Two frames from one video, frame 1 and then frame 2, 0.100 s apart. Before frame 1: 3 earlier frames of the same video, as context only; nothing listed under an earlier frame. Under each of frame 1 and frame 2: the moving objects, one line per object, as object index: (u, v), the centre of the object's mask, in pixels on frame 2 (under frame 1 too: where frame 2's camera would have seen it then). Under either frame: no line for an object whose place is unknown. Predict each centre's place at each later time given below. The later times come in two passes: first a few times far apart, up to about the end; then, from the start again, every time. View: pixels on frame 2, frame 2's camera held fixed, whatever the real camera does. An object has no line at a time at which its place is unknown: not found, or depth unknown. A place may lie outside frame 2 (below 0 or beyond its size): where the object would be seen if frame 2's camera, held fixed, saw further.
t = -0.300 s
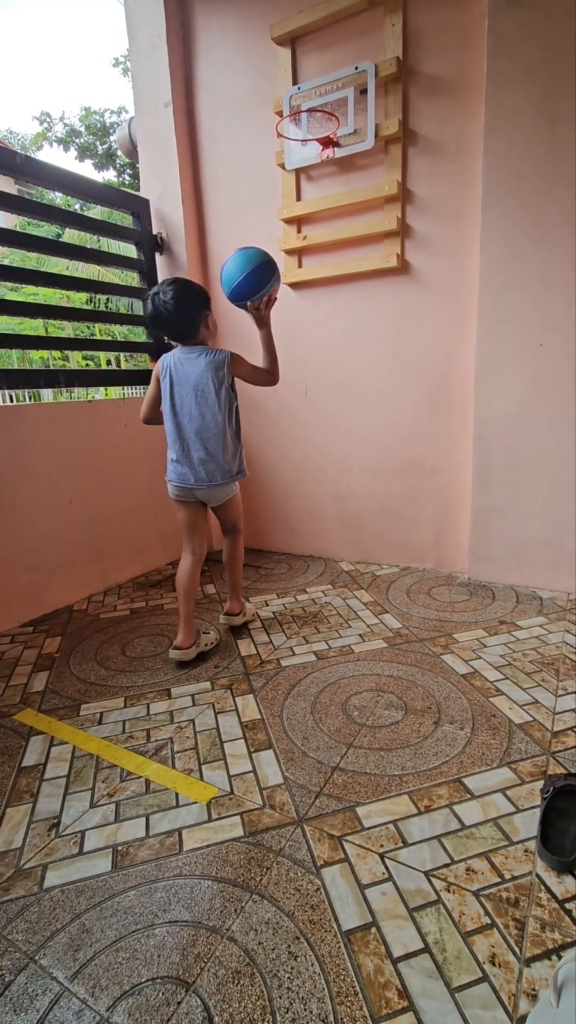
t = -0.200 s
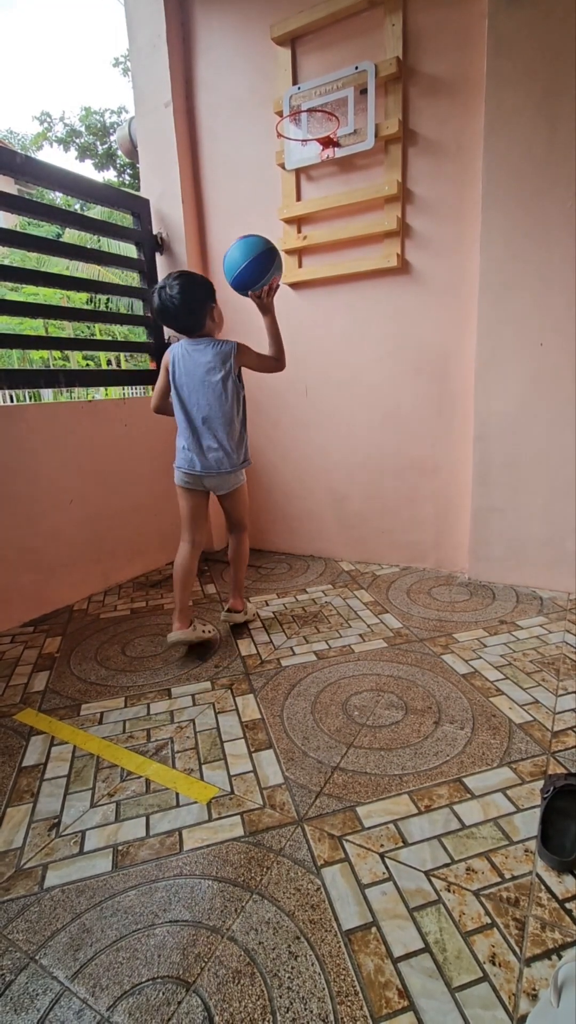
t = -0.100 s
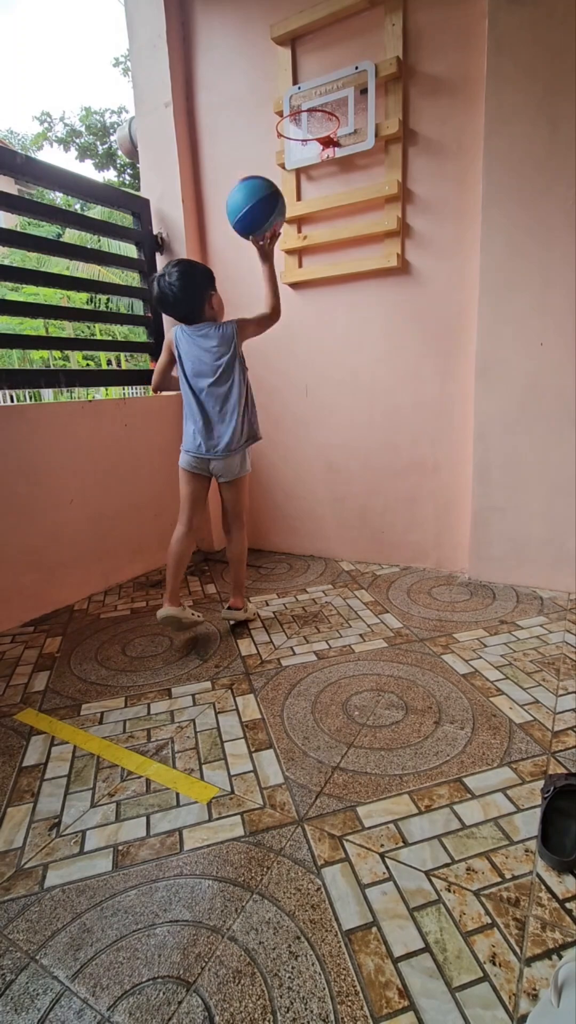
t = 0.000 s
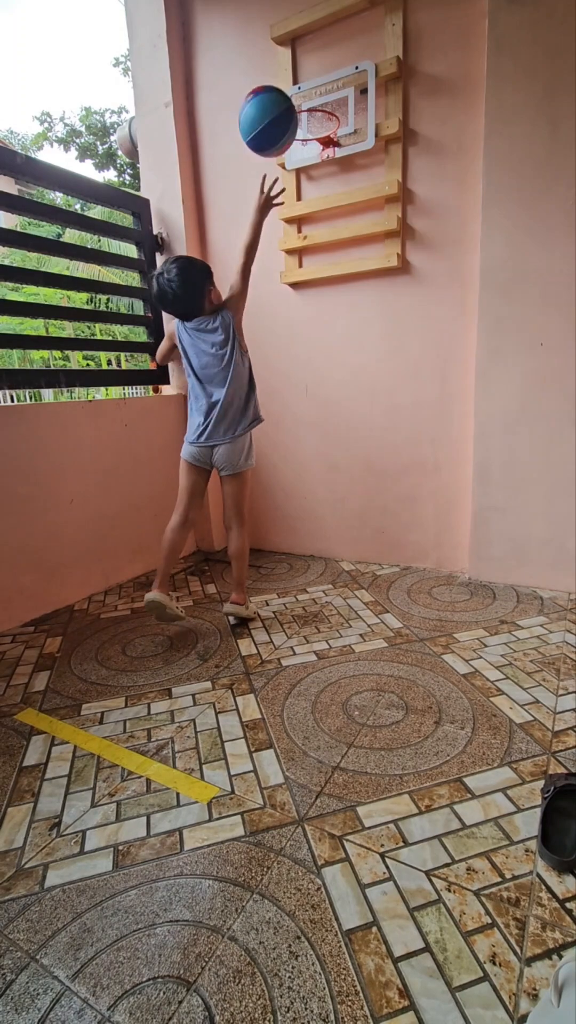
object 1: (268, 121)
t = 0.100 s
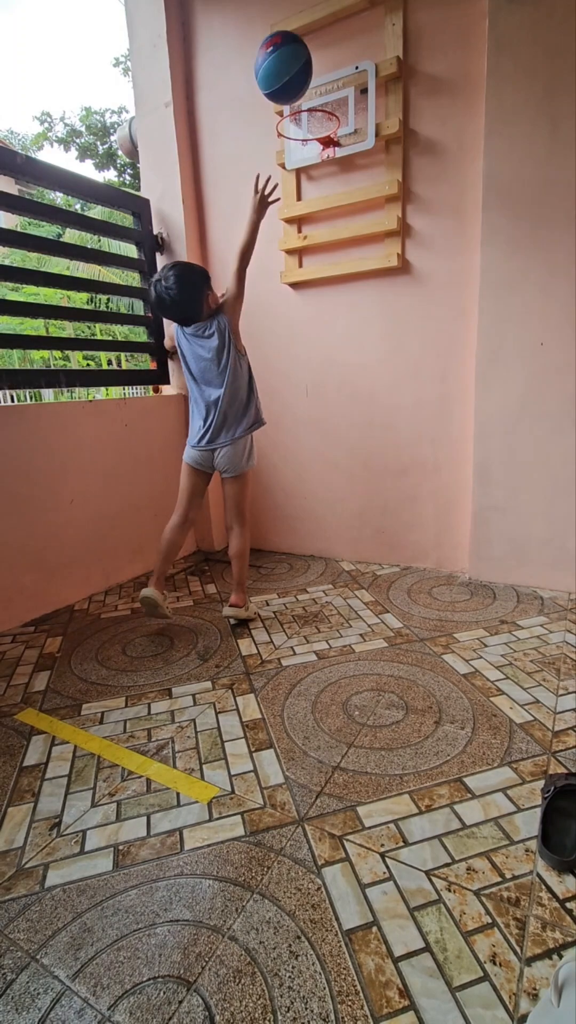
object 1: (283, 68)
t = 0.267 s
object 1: (310, 63)
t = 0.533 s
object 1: (300, 110)
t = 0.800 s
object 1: (315, 112)
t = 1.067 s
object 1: (311, 109)
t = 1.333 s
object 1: (309, 116)
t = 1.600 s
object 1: (311, 141)
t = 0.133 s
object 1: (289, 59)
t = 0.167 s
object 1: (294, 54)
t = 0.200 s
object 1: (300, 53)
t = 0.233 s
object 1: (305, 56)
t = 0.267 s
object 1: (310, 63)
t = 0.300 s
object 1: (316, 73)
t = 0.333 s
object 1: (321, 86)
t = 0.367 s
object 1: (324, 100)
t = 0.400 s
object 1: (322, 105)
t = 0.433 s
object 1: (316, 104)
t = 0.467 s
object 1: (310, 106)
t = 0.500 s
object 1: (304, 109)
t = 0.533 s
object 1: (300, 110)
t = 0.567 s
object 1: (297, 110)
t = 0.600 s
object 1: (295, 110)
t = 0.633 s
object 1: (297, 109)
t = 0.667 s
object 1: (300, 107)
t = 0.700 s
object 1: (305, 106)
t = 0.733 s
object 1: (310, 108)
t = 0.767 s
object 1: (314, 109)
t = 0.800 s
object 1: (315, 112)
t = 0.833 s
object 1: (313, 115)
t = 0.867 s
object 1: (308, 117)
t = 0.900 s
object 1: (303, 118)
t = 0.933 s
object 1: (300, 116)
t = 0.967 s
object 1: (299, 113)
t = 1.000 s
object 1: (301, 112)
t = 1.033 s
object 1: (306, 110)
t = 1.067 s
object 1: (311, 109)
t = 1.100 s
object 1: (314, 112)
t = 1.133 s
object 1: (314, 115)
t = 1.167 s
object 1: (311, 117)
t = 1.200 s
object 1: (306, 120)
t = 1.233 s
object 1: (302, 120)
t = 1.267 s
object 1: (300, 118)
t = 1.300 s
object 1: (303, 117)
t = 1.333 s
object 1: (309, 116)
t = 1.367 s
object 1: (314, 116)
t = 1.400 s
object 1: (314, 118)
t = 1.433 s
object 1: (311, 121)
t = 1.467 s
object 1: (307, 125)
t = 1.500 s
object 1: (304, 126)
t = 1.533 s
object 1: (305, 128)
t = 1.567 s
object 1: (308, 133)
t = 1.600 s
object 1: (311, 141)
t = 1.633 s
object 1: (314, 154)
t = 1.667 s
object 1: (317, 169)
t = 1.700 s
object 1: (320, 188)
